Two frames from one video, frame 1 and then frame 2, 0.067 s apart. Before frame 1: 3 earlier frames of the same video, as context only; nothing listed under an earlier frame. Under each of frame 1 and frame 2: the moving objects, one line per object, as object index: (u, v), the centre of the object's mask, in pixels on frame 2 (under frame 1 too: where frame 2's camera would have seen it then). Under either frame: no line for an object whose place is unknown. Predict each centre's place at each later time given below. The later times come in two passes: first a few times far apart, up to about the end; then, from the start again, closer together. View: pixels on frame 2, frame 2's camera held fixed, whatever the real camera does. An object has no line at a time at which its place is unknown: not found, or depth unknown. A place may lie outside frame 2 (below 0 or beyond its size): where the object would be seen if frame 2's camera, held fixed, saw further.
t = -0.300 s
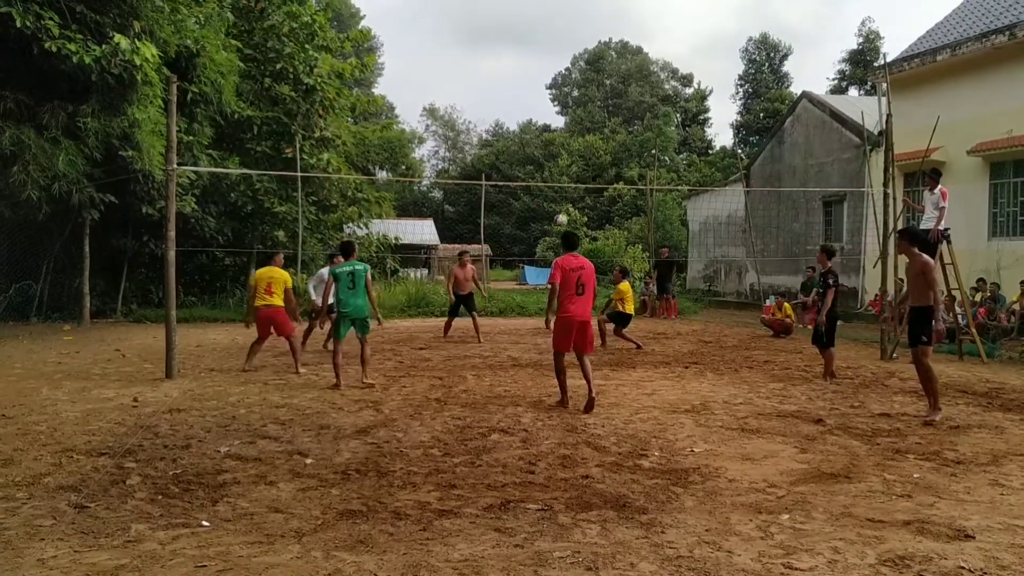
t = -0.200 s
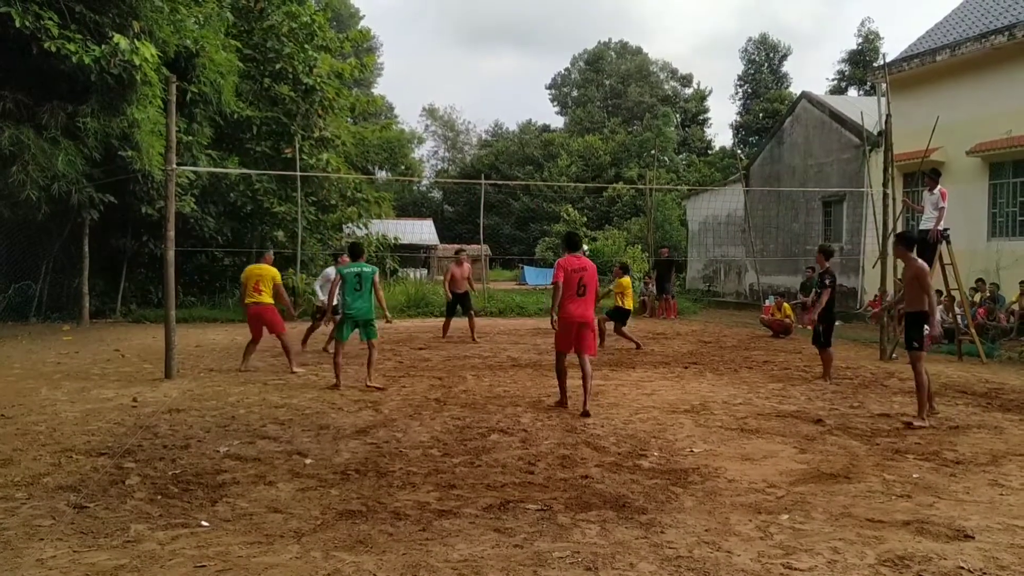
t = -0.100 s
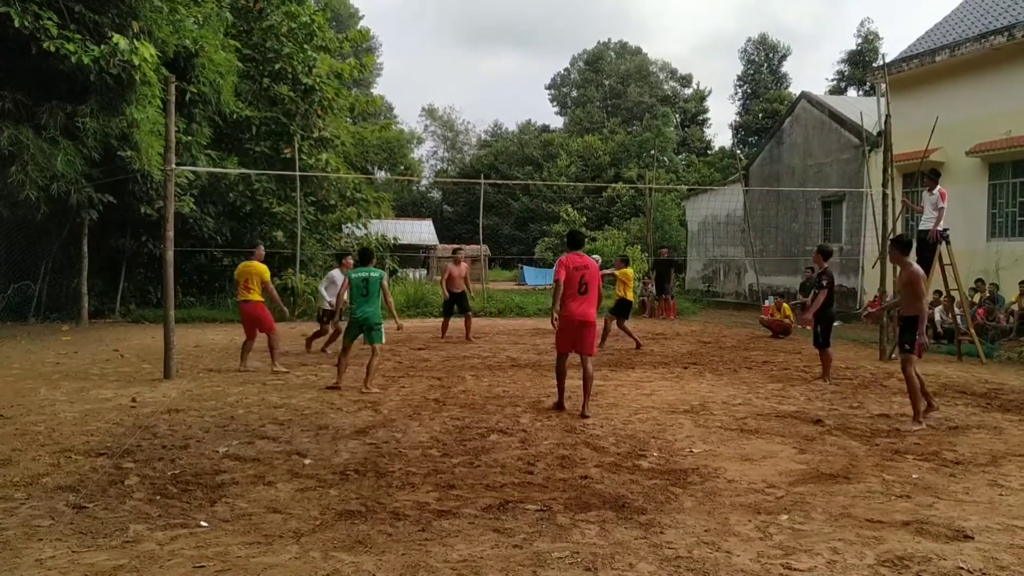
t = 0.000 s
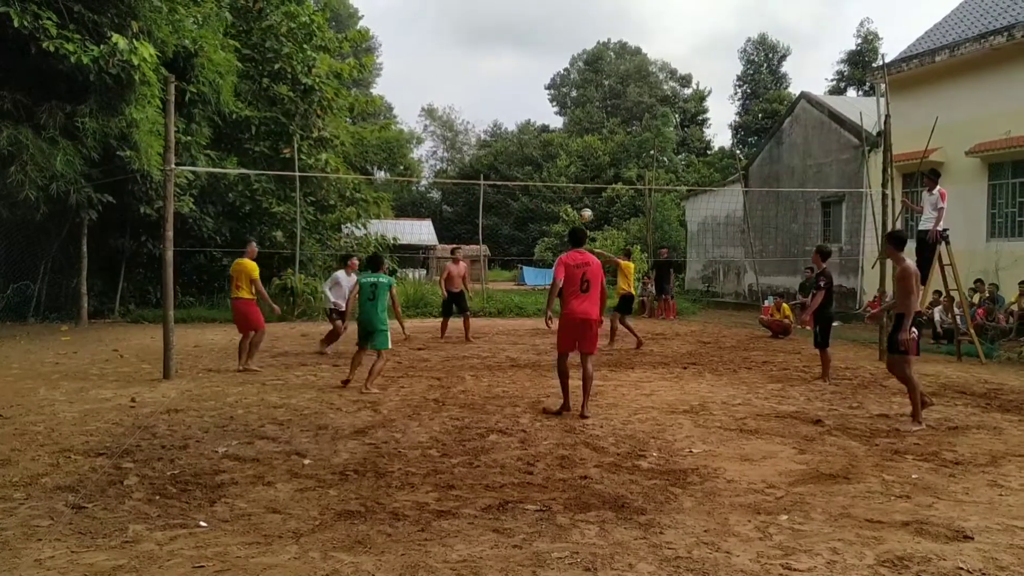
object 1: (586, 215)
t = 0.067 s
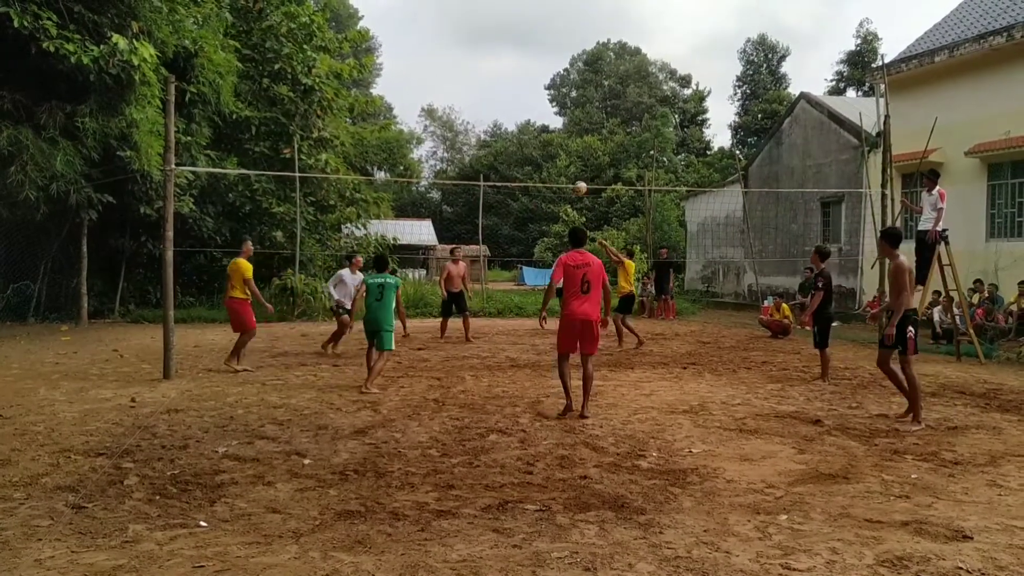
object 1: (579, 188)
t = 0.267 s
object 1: (562, 120)
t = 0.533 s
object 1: (537, 69)
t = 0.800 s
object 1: (513, 64)
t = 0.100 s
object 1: (577, 176)
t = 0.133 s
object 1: (575, 162)
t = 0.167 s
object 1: (572, 150)
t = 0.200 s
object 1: (569, 139)
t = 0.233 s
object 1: (566, 129)
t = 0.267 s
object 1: (562, 120)
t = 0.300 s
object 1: (559, 112)
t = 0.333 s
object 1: (556, 104)
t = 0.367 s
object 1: (552, 96)
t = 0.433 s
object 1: (547, 83)
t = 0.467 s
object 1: (543, 78)
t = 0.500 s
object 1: (540, 74)
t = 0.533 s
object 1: (537, 69)
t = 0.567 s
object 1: (534, 66)
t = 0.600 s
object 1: (531, 64)
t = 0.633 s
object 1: (528, 62)
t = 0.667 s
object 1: (525, 61)
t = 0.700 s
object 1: (522, 60)
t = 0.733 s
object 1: (519, 60)
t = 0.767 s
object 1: (516, 62)
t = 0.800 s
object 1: (513, 64)
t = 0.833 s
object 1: (510, 66)
